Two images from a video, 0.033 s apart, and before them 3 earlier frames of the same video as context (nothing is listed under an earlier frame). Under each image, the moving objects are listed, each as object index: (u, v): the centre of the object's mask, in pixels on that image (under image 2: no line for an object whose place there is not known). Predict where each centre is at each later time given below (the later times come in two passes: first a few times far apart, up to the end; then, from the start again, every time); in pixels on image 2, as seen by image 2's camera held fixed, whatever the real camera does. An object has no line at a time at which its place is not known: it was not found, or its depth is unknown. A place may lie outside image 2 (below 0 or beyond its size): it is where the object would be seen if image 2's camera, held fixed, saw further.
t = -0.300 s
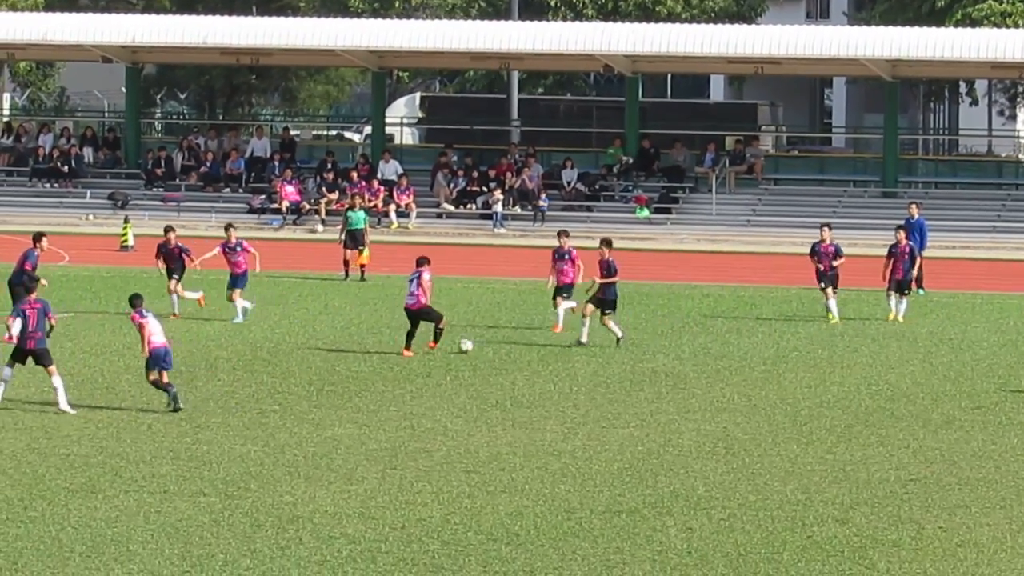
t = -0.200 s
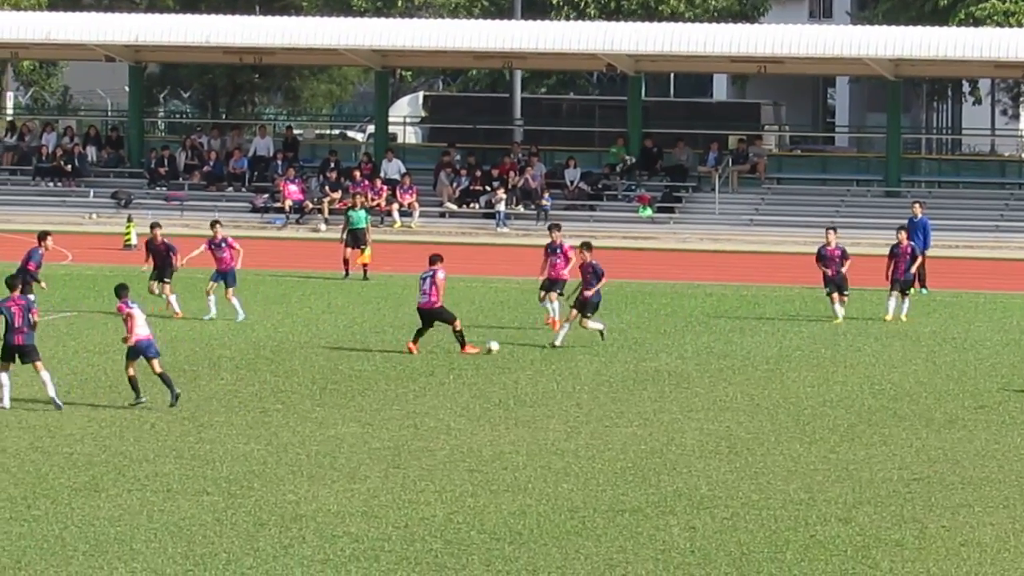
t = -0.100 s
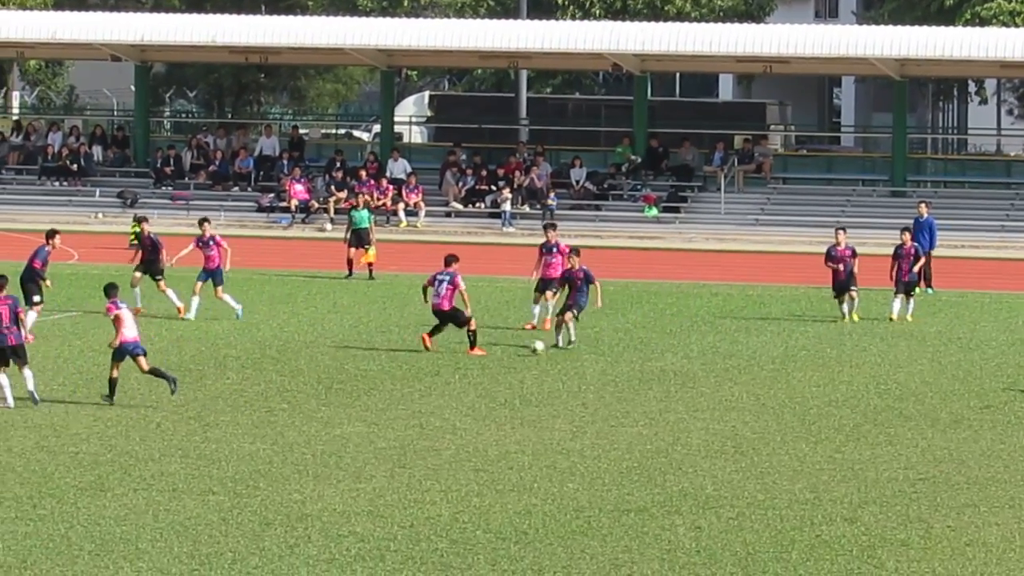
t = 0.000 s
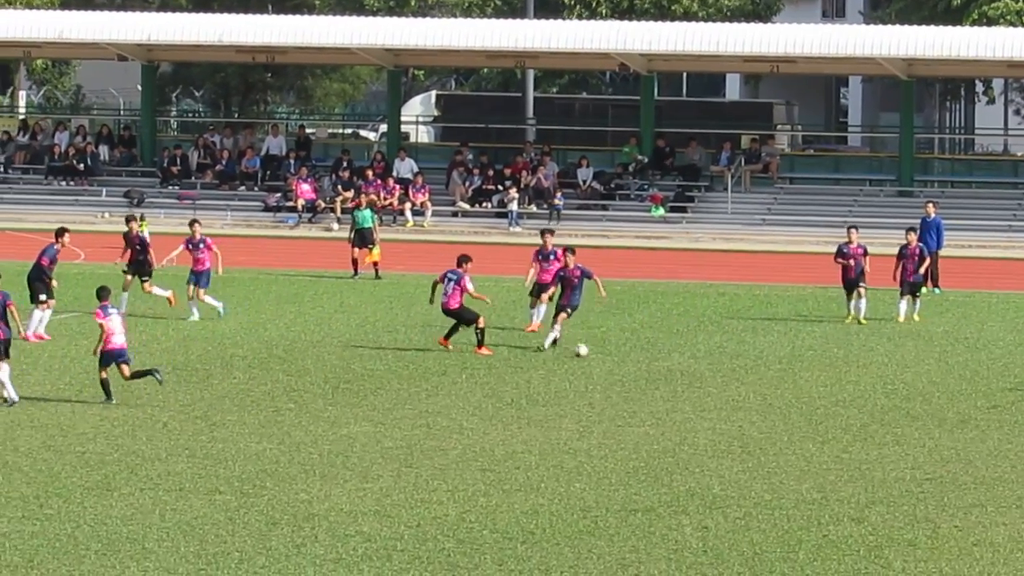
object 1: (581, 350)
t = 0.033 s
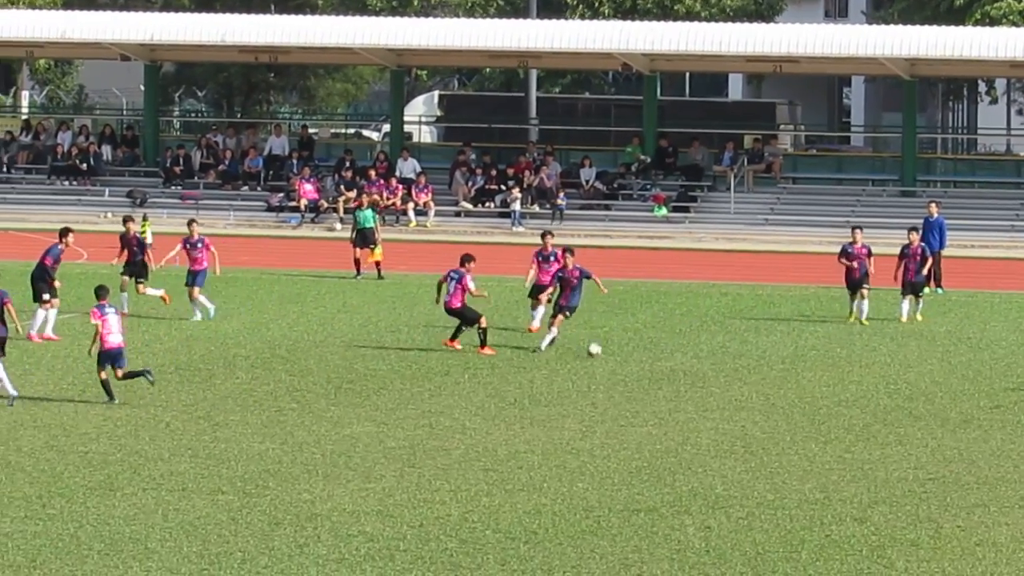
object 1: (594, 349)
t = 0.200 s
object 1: (643, 353)
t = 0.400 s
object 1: (698, 357)
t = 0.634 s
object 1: (759, 360)
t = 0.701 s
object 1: (775, 362)
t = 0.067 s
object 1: (604, 350)
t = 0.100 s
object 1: (614, 350)
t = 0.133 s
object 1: (624, 351)
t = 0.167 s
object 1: (633, 353)
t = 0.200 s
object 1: (643, 353)
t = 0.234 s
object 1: (652, 353)
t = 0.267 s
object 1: (662, 354)
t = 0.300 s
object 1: (671, 355)
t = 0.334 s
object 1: (680, 355)
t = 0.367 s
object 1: (689, 356)
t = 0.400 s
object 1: (698, 357)
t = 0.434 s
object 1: (707, 357)
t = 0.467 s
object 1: (715, 357)
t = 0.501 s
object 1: (724, 357)
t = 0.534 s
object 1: (733, 358)
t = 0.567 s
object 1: (742, 359)
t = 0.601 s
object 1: (750, 360)
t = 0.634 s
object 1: (759, 360)
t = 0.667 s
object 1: (767, 361)
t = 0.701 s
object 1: (775, 362)
